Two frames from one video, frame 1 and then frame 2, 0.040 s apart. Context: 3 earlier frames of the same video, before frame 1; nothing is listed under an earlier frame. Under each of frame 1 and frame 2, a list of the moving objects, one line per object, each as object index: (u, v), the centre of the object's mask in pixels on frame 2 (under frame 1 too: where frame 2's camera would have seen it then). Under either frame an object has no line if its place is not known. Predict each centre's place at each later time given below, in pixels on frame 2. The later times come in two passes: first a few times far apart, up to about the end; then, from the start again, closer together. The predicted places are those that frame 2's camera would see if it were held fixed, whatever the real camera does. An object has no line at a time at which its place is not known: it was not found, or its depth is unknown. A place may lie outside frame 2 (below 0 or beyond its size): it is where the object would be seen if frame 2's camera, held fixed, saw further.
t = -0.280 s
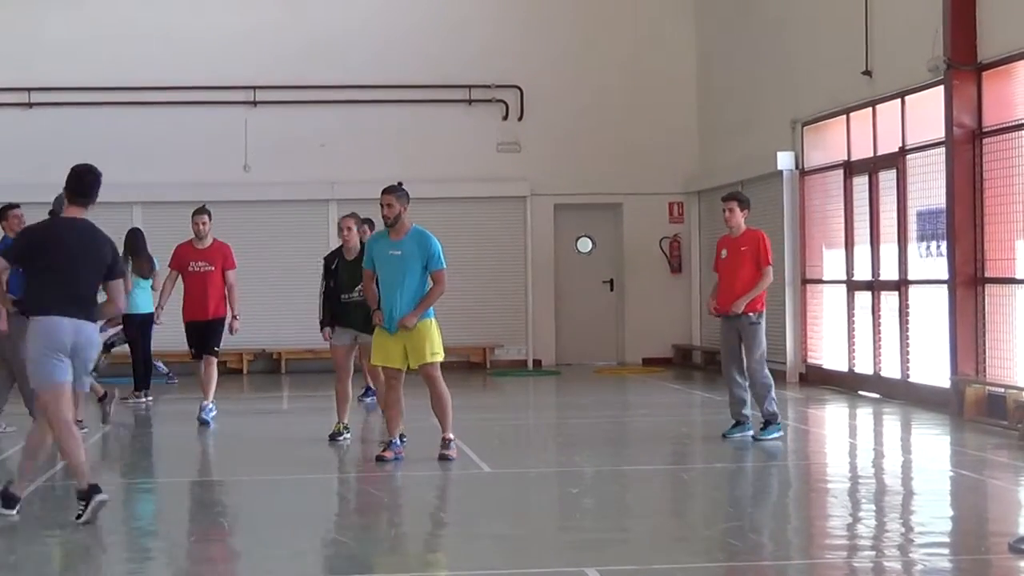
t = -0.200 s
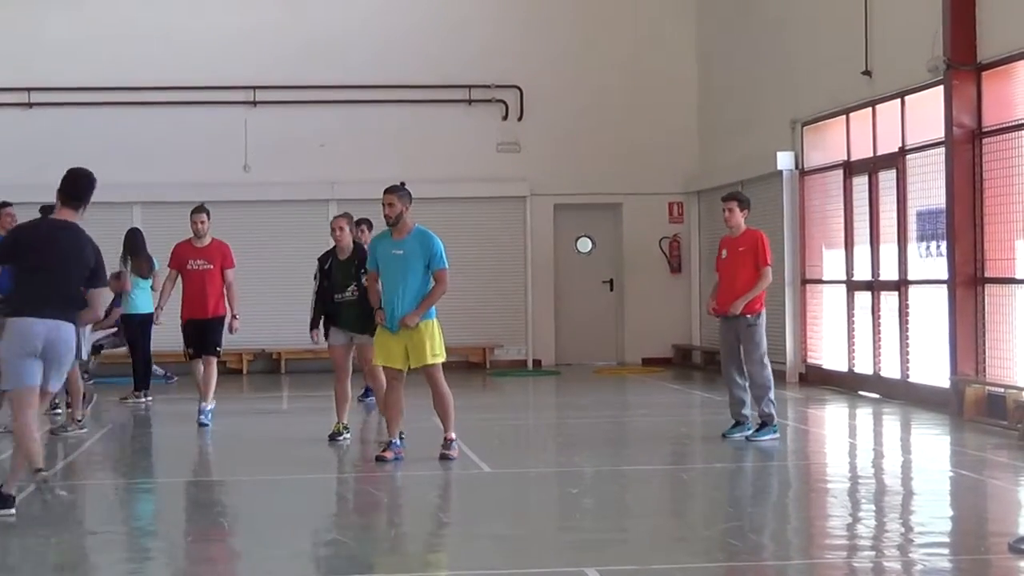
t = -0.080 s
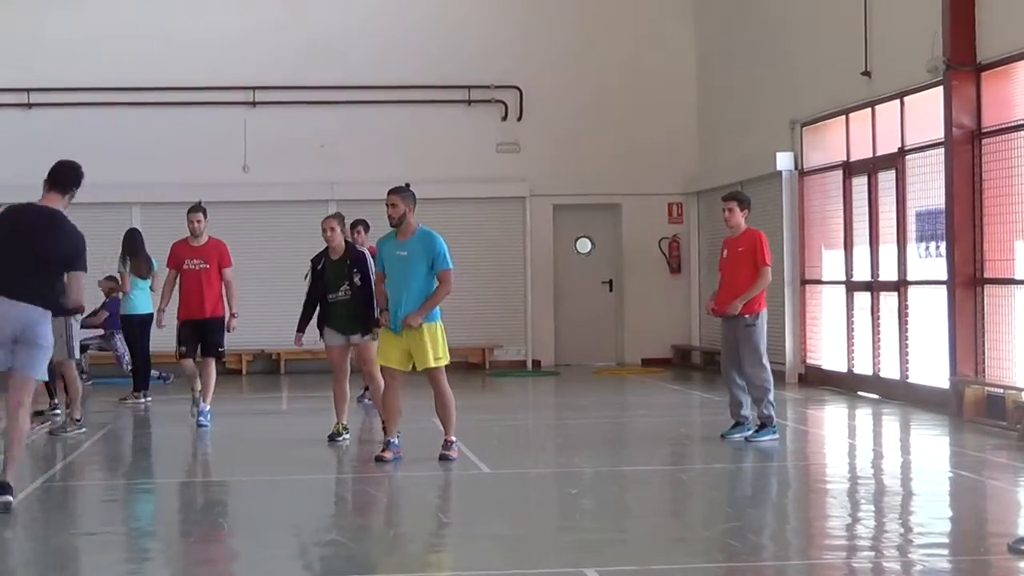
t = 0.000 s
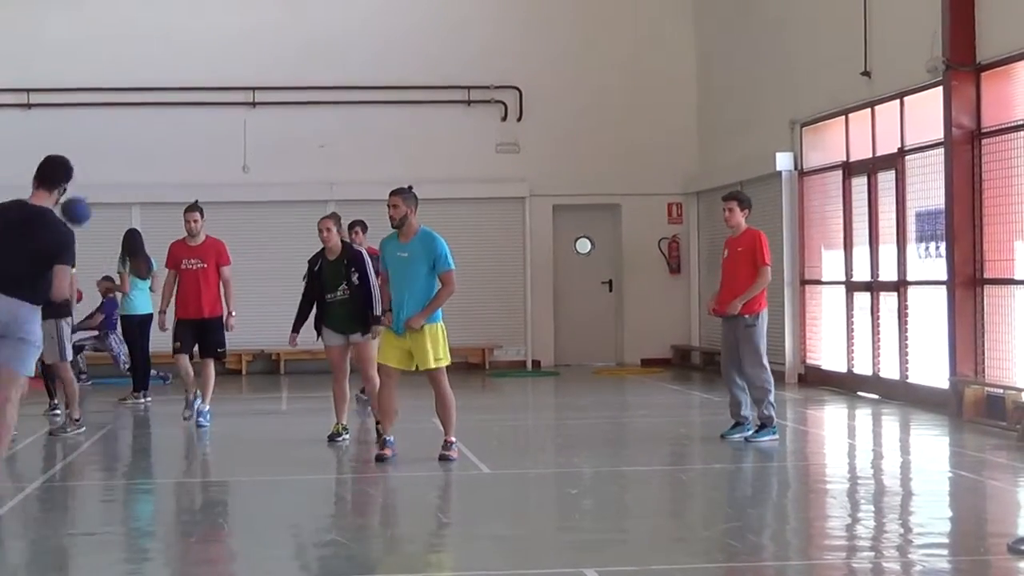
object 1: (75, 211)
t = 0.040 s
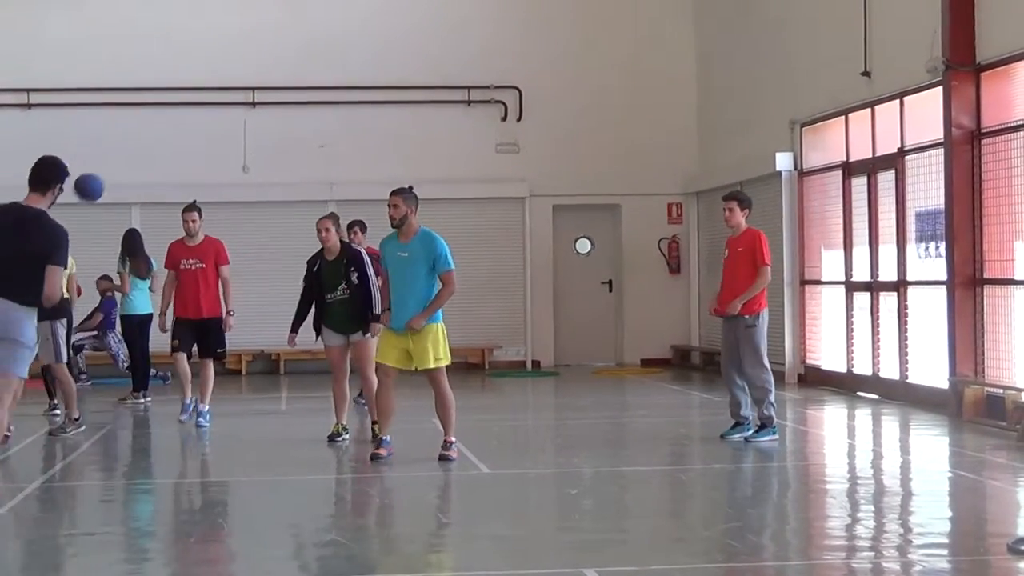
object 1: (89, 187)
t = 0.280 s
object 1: (165, 109)
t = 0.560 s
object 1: (248, 149)
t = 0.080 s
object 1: (102, 166)
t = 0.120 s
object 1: (115, 149)
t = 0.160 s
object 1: (127, 135)
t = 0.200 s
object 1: (140, 123)
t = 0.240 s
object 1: (152, 115)
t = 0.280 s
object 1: (165, 109)
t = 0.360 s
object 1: (189, 106)
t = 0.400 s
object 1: (201, 109)
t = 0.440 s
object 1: (212, 115)
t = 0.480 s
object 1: (224, 124)
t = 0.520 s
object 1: (236, 135)
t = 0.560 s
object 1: (248, 149)
